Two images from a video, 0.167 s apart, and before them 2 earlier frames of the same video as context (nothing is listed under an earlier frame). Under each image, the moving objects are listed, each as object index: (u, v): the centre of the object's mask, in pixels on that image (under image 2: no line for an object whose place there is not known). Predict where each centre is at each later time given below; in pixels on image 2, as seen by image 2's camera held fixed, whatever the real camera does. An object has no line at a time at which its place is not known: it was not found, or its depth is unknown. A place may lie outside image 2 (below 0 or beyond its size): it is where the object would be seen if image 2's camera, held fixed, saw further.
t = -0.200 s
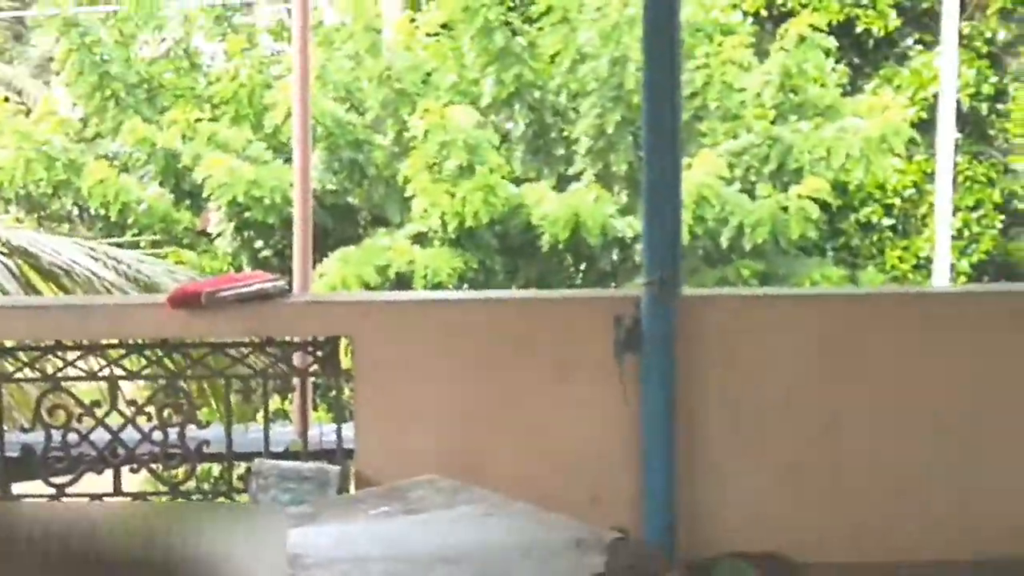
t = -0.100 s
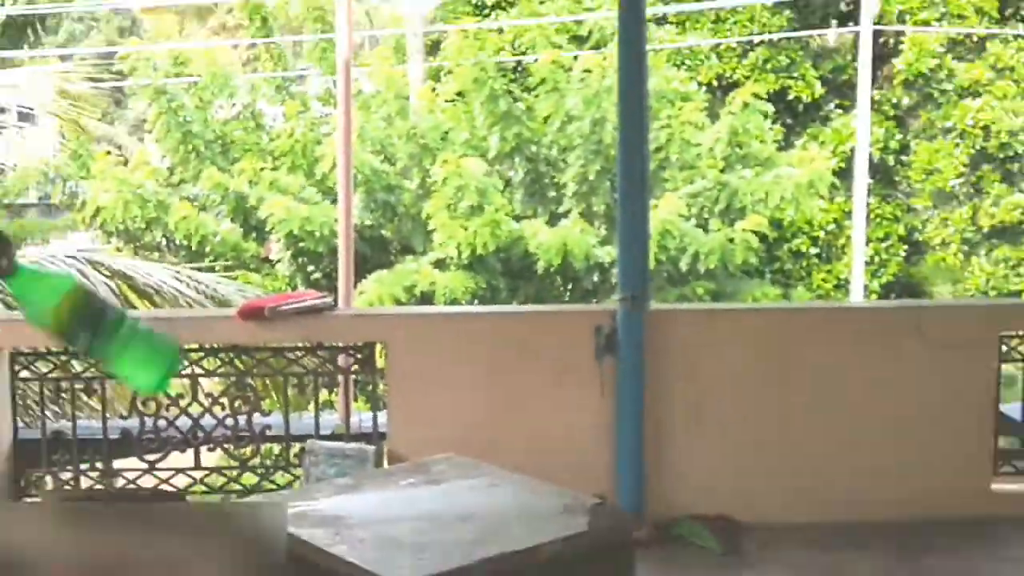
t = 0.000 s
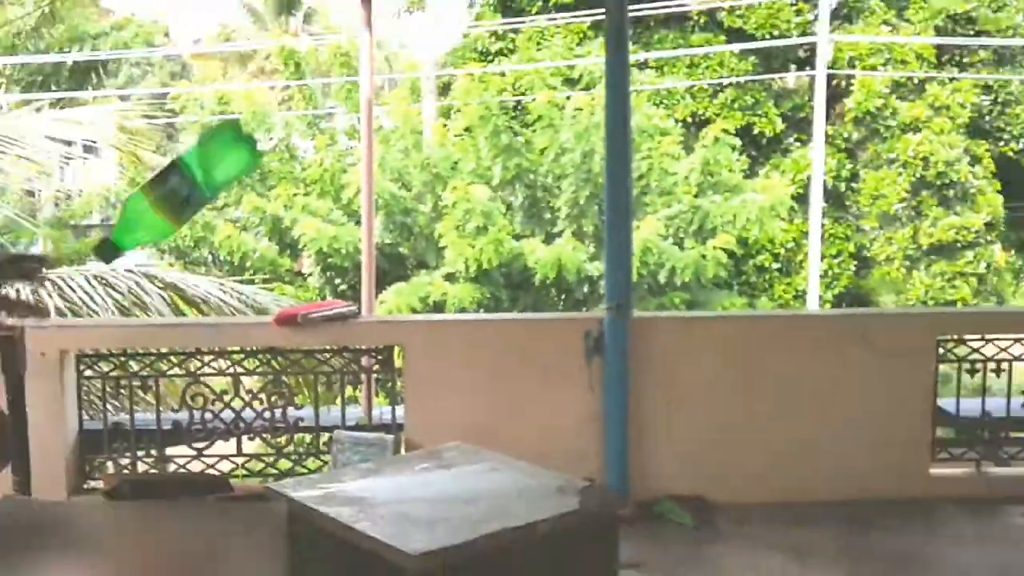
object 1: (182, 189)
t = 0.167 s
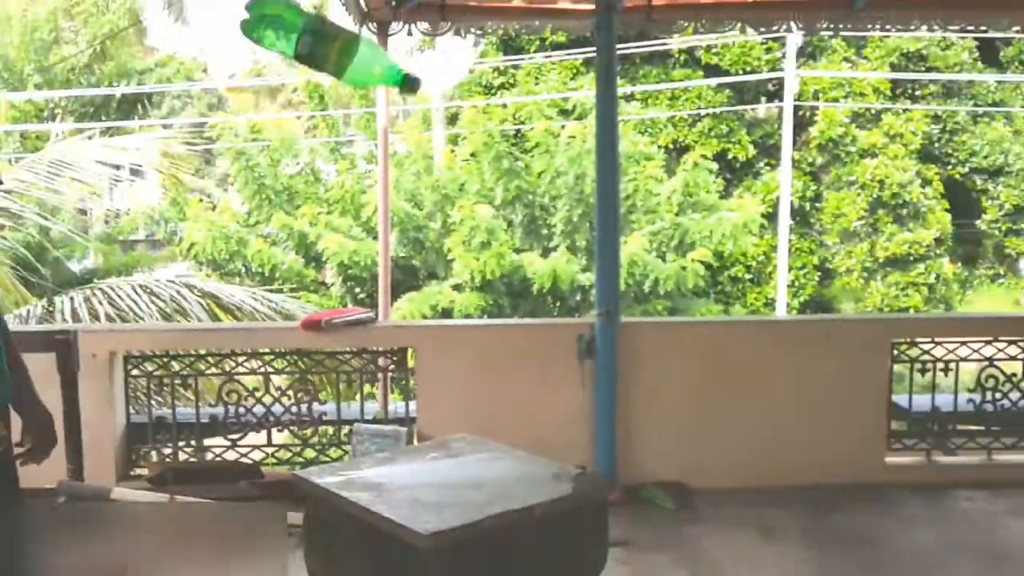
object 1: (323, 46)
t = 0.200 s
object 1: (333, 24)
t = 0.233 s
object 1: (334, 18)
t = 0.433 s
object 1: (391, 200)
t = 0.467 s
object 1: (400, 265)
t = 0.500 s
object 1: (411, 344)
